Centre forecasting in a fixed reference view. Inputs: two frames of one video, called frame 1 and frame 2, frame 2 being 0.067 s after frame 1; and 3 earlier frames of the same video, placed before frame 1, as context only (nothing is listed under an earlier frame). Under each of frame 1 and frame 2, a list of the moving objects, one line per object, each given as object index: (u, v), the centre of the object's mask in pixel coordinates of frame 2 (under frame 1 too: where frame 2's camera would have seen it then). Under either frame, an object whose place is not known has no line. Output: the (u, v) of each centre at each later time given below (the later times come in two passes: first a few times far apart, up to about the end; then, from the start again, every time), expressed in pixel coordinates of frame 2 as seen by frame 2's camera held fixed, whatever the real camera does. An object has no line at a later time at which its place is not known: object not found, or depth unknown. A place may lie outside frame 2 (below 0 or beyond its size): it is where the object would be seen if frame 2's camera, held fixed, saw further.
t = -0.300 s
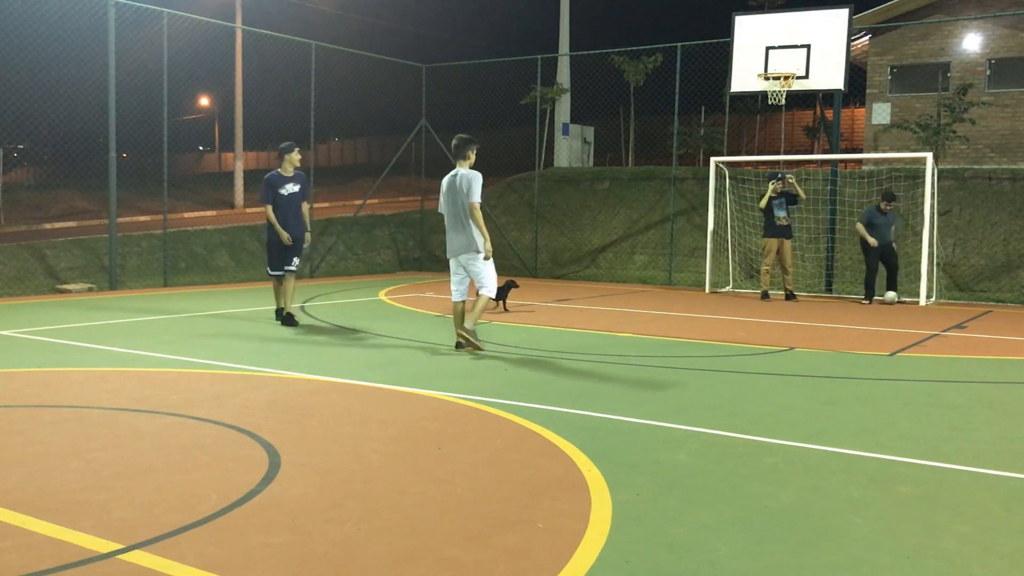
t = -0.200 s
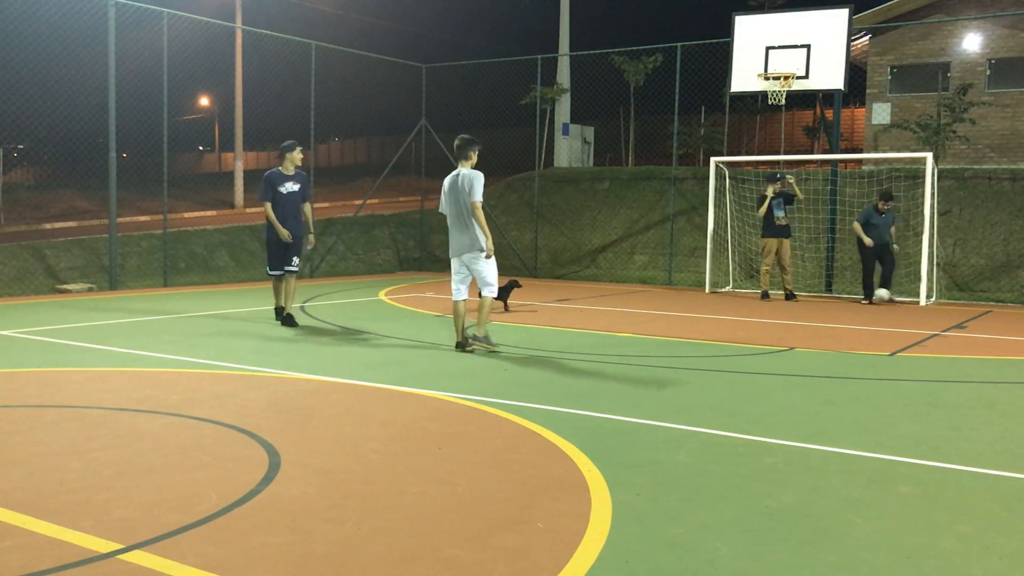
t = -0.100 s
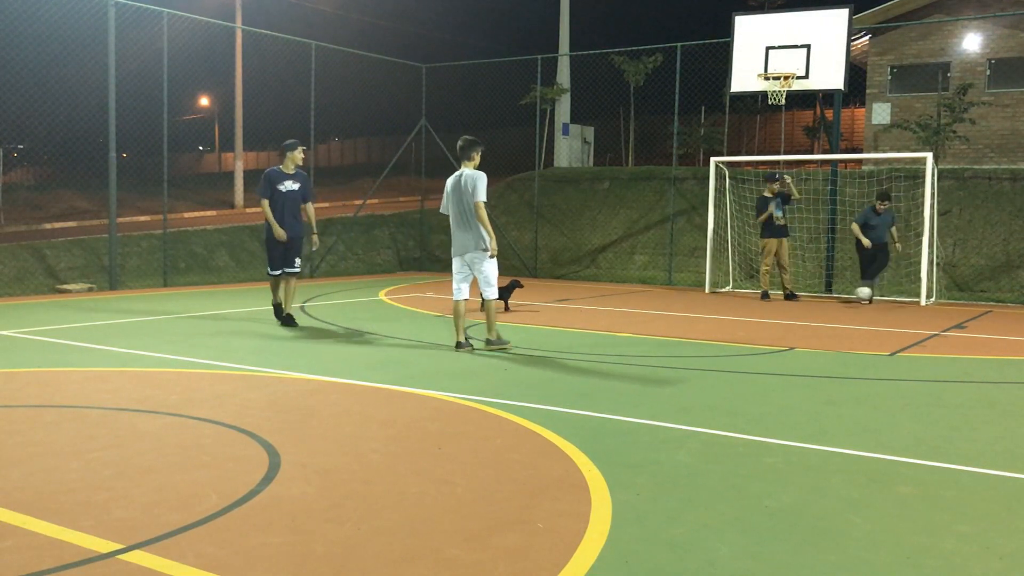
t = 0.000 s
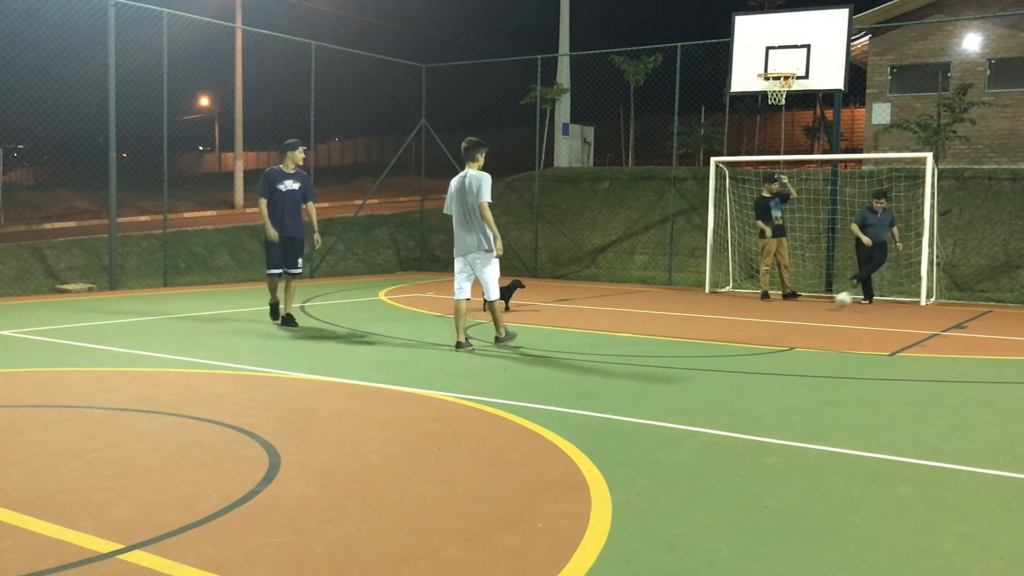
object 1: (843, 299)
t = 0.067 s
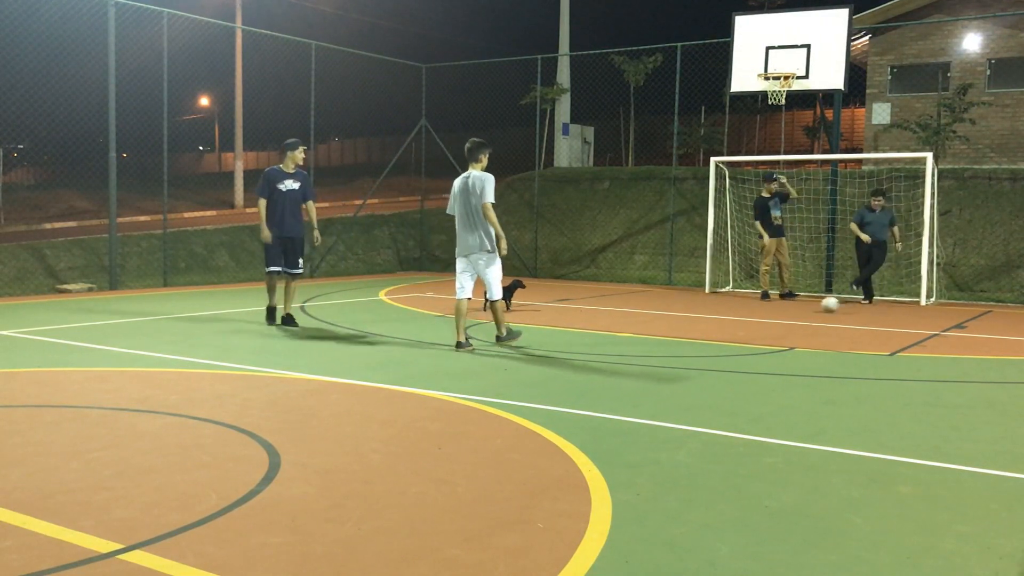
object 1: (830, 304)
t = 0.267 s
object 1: (796, 309)
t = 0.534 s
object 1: (753, 315)
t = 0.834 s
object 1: (697, 322)
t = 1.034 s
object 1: (656, 327)
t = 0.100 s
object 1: (824, 304)
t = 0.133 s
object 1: (818, 305)
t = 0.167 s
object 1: (812, 306)
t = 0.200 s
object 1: (807, 307)
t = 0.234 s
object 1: (802, 308)
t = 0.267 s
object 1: (796, 309)
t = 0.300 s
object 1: (791, 309)
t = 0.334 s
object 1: (786, 310)
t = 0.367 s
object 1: (781, 311)
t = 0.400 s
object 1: (776, 312)
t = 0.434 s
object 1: (770, 312)
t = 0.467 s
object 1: (764, 313)
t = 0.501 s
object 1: (759, 314)
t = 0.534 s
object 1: (753, 315)
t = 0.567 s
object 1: (747, 315)
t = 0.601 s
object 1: (742, 316)
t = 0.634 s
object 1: (735, 317)
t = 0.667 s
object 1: (729, 318)
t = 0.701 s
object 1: (723, 319)
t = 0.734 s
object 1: (717, 319)
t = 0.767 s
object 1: (710, 320)
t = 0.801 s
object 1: (704, 321)
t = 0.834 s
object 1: (697, 322)
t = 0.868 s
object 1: (690, 323)
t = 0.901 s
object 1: (684, 323)
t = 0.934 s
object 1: (677, 325)
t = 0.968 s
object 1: (671, 325)
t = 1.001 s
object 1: (663, 326)
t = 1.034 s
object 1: (656, 327)
